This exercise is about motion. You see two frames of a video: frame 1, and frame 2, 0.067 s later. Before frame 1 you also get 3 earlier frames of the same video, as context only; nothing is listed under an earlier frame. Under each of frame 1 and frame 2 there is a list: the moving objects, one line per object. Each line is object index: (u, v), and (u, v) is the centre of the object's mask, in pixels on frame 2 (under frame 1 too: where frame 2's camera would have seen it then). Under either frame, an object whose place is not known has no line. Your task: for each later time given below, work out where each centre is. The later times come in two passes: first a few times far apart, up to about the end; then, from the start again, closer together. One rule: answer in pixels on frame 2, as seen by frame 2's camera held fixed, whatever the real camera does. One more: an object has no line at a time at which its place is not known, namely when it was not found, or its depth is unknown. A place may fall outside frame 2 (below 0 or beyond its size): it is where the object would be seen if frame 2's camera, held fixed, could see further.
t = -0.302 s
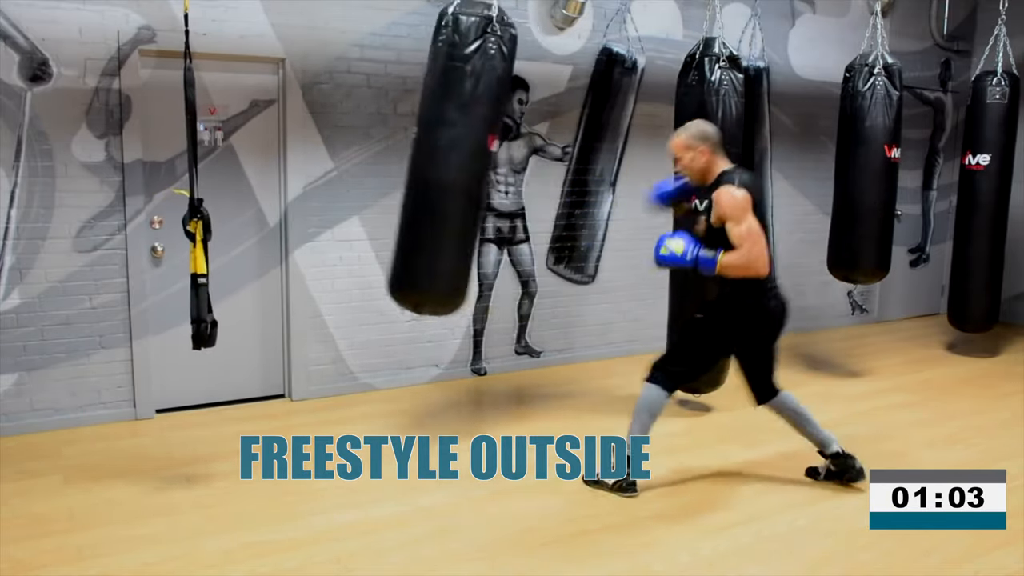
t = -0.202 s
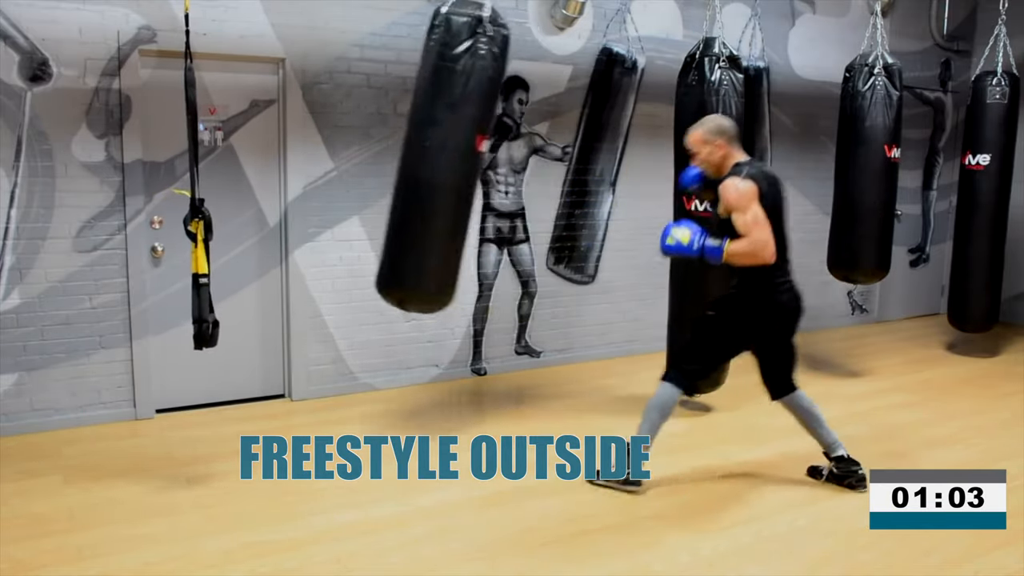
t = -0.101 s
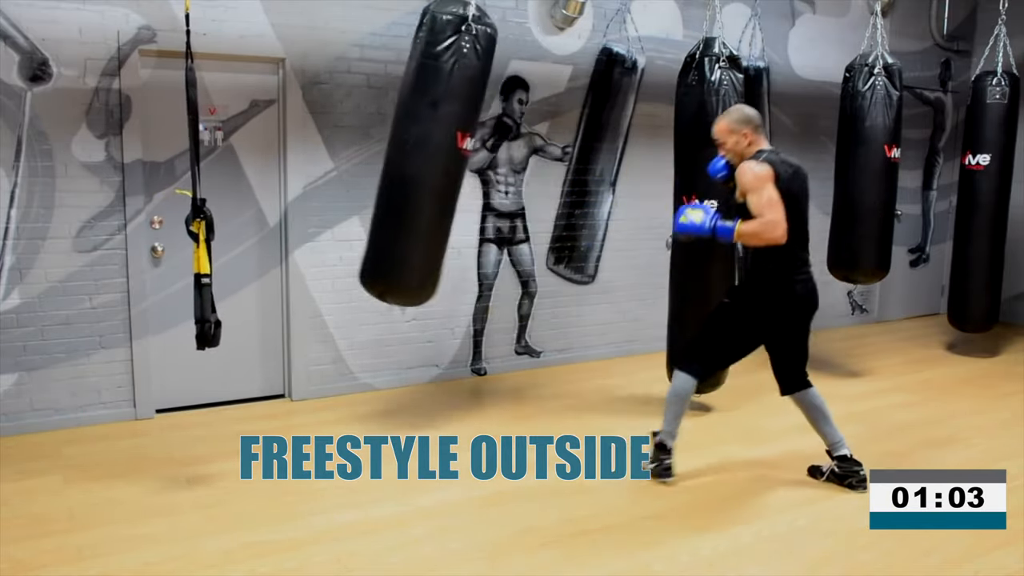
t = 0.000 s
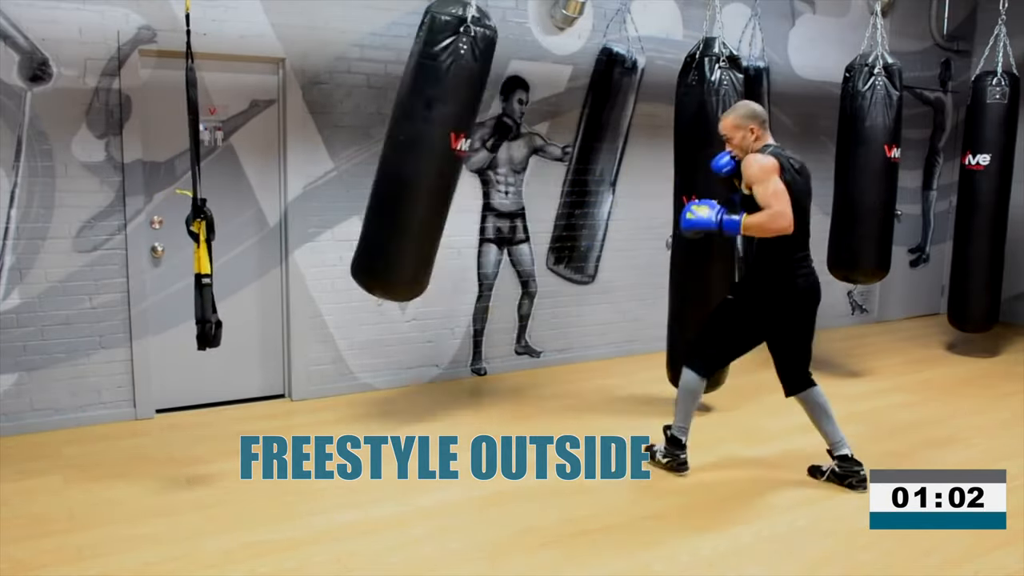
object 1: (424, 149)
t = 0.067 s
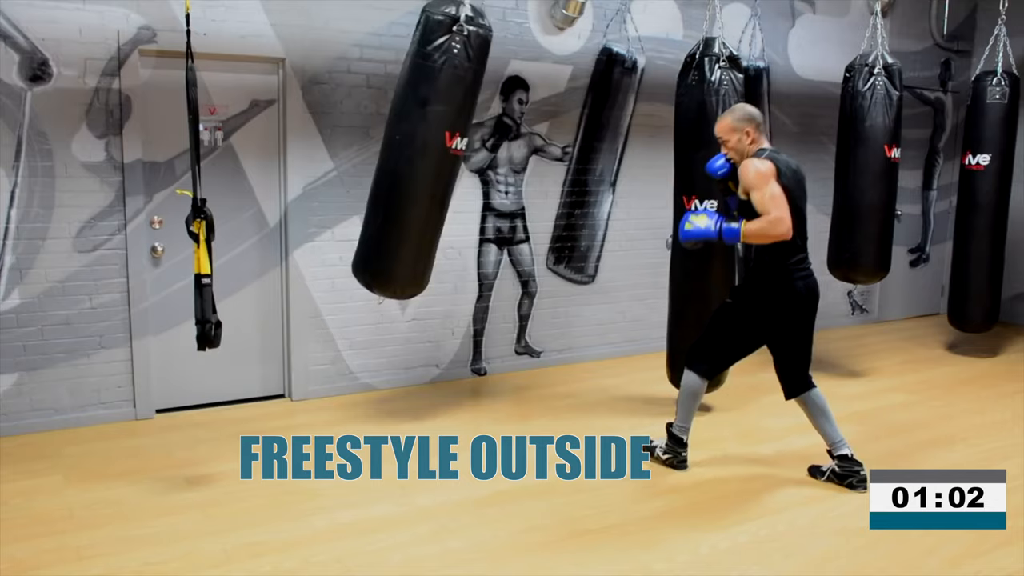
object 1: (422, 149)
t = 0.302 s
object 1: (436, 150)
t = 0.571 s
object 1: (471, 155)
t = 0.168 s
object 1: (426, 149)
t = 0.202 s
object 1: (428, 149)
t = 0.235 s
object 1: (430, 150)
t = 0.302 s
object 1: (436, 150)
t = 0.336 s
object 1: (439, 151)
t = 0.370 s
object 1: (443, 151)
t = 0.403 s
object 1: (447, 152)
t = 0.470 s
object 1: (457, 154)
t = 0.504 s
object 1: (461, 154)
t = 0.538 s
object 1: (466, 155)
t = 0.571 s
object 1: (471, 155)
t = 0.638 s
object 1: (482, 157)
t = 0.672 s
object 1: (488, 157)
